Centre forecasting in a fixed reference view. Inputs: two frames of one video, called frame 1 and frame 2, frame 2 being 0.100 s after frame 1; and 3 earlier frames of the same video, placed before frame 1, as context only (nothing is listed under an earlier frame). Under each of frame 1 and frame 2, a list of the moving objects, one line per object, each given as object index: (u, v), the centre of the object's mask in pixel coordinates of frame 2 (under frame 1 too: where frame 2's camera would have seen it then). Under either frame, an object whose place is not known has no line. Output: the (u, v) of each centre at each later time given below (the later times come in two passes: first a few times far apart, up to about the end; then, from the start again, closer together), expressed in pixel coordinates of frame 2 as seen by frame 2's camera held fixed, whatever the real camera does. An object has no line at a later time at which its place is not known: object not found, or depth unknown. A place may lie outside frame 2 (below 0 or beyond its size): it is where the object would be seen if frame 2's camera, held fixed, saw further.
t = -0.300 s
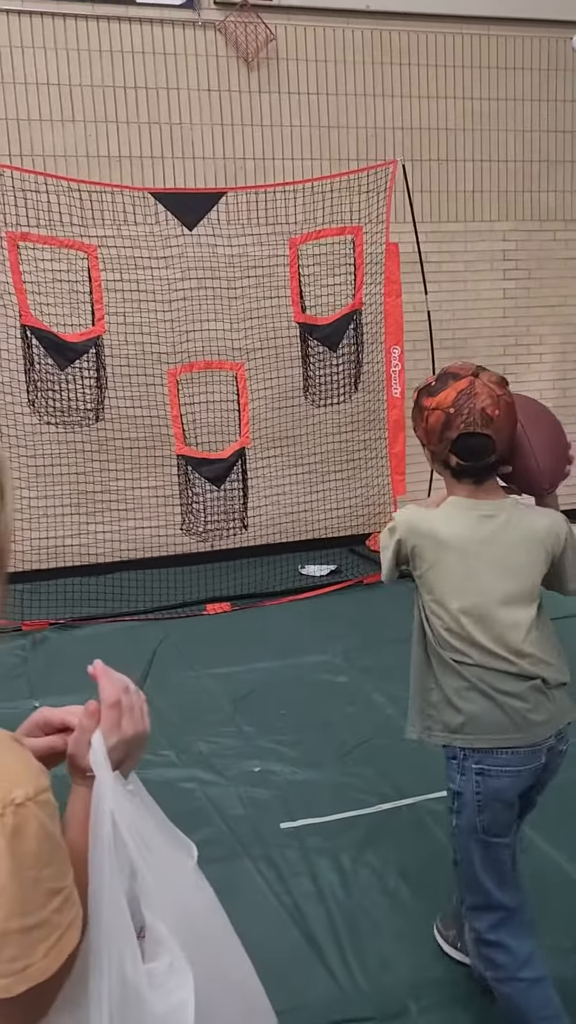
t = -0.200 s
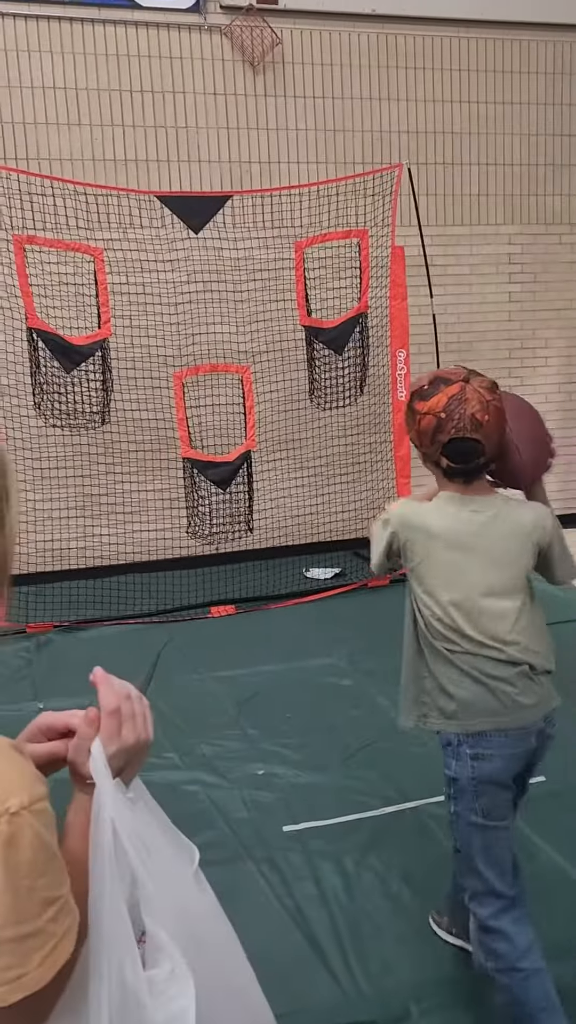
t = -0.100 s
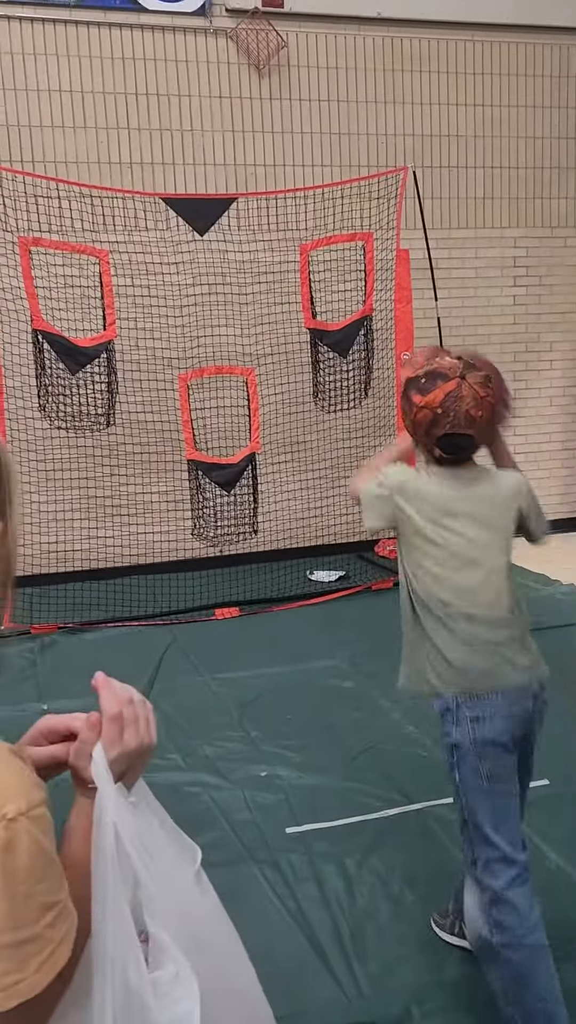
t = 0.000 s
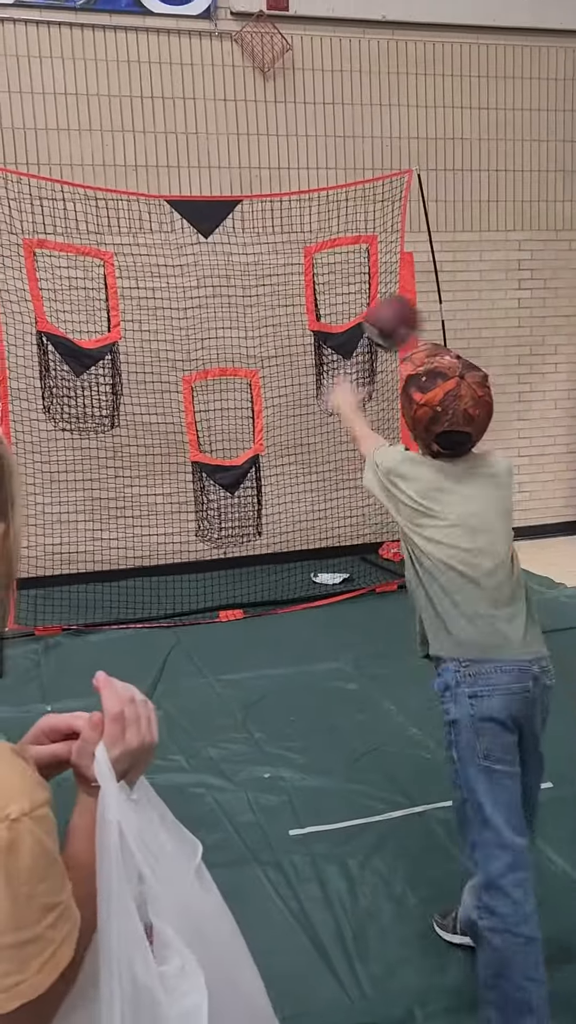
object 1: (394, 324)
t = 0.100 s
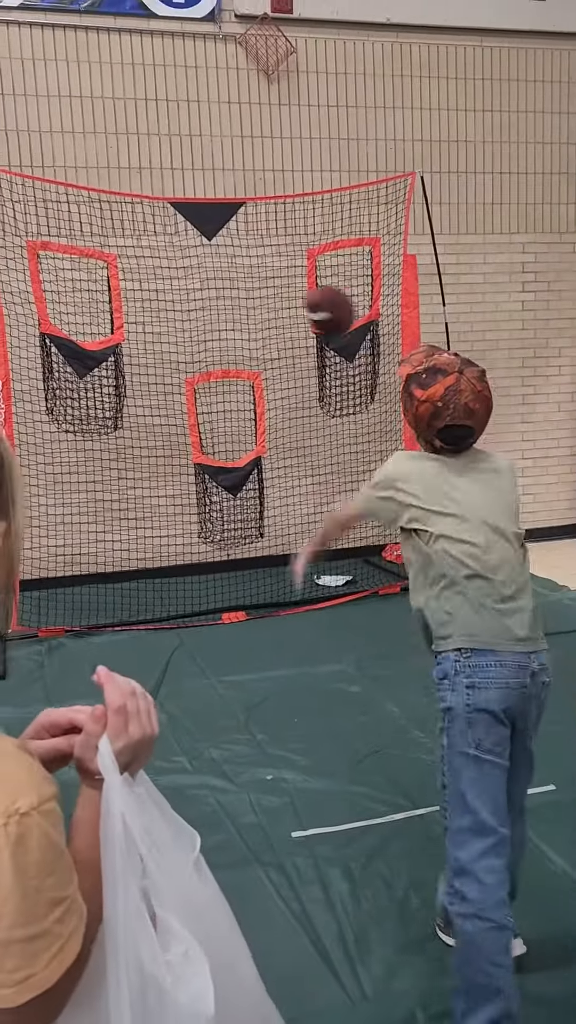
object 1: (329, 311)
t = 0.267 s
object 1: (269, 348)
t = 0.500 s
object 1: (230, 450)
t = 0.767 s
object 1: (214, 508)
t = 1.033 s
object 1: (220, 512)
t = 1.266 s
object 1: (225, 528)
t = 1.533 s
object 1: (239, 550)
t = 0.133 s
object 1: (314, 313)
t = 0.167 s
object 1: (300, 319)
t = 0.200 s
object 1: (288, 327)
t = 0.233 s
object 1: (277, 337)
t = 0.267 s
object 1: (269, 348)
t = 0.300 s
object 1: (261, 361)
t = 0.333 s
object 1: (254, 375)
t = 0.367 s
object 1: (247, 391)
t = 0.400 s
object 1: (242, 407)
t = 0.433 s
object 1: (237, 424)
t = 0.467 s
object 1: (233, 440)
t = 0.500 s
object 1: (230, 450)
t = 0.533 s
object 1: (226, 457)
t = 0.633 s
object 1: (226, 460)
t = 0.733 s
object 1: (215, 503)
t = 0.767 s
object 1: (214, 508)
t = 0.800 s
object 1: (213, 510)
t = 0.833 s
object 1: (216, 512)
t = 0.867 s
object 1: (217, 512)
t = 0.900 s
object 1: (217, 512)
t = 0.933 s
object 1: (218, 511)
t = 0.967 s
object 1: (218, 511)
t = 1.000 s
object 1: (218, 512)
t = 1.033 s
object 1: (220, 512)
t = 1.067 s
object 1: (220, 512)
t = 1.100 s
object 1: (220, 514)
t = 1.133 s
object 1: (221, 516)
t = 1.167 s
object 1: (222, 518)
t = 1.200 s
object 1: (222, 521)
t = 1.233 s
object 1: (223, 525)
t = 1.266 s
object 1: (225, 528)
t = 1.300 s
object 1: (226, 532)
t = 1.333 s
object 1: (227, 536)
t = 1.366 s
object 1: (229, 539)
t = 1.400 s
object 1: (231, 542)
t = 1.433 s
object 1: (232, 545)
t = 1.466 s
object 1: (234, 548)
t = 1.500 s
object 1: (237, 549)
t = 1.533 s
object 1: (239, 550)
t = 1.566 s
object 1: (241, 552)
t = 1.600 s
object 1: (242, 553)
